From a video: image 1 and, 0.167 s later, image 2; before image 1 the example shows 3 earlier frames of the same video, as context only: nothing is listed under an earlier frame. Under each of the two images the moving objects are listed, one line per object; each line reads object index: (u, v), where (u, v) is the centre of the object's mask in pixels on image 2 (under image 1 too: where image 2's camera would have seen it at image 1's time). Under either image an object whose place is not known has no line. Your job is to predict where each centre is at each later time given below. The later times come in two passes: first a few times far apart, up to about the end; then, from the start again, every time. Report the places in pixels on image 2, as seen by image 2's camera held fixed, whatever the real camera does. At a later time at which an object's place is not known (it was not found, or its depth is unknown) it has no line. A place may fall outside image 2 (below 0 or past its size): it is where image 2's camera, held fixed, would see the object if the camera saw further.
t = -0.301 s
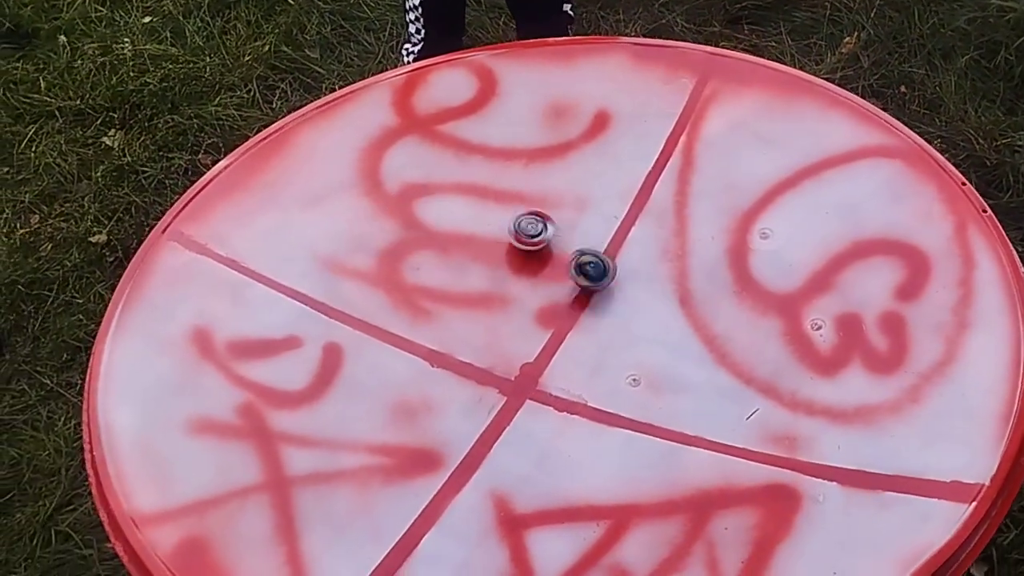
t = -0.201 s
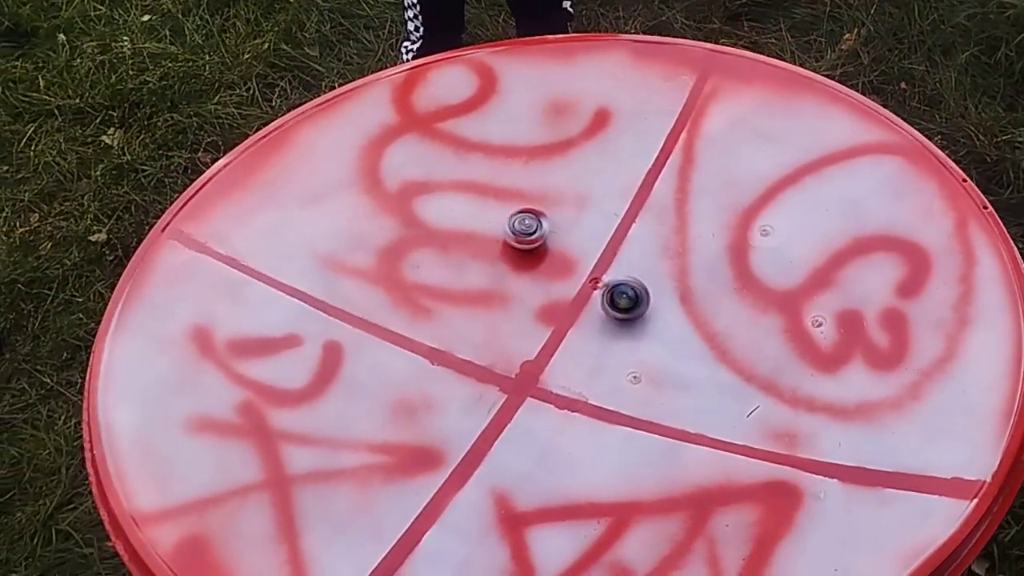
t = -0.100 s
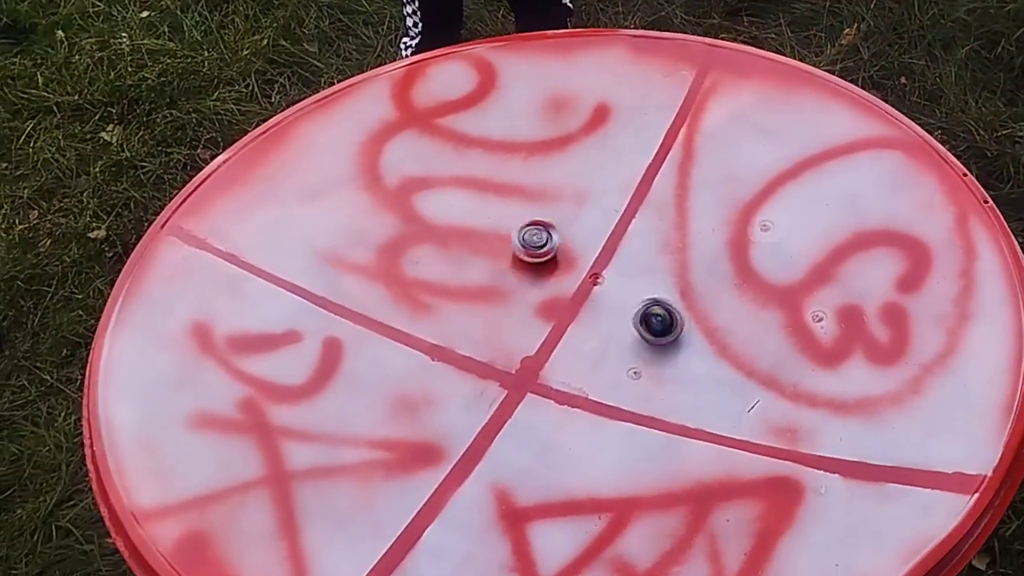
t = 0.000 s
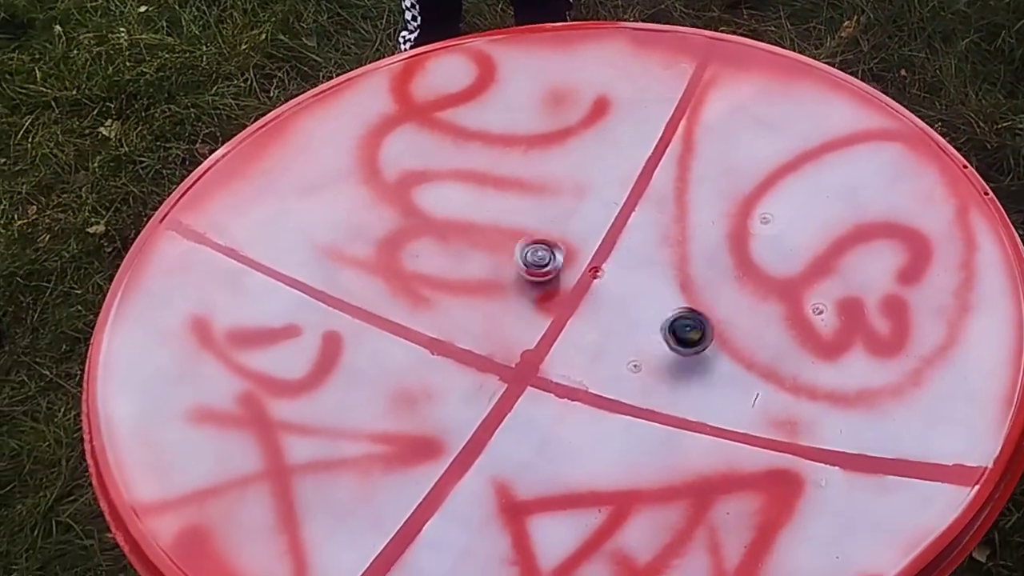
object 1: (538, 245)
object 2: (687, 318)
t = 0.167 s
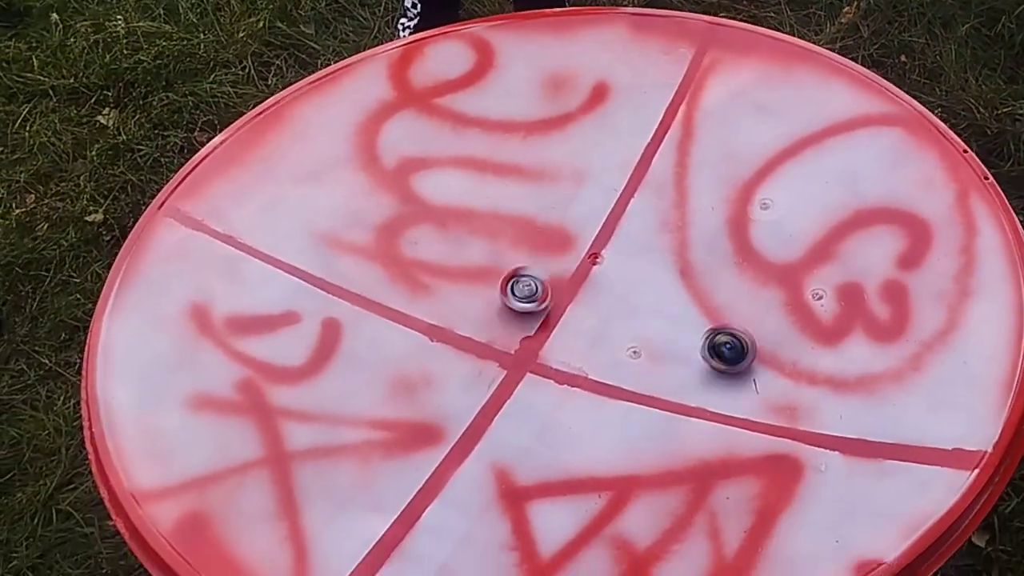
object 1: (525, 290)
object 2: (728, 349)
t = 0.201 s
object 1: (519, 299)
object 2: (734, 350)
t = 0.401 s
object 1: (464, 331)
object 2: (749, 347)
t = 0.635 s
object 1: (403, 327)
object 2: (719, 313)
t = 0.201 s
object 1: (519, 299)
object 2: (734, 350)
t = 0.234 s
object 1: (513, 306)
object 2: (739, 353)
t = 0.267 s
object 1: (506, 313)
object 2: (743, 349)
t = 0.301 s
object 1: (494, 318)
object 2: (746, 352)
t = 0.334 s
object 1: (484, 323)
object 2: (748, 350)
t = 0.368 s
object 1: (474, 327)
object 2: (749, 351)
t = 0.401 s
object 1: (464, 331)
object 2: (749, 347)
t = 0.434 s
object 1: (455, 332)
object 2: (748, 342)
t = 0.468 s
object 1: (444, 332)
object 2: (746, 339)
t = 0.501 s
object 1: (435, 332)
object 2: (742, 330)
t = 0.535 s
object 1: (425, 331)
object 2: (738, 328)
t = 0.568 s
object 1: (417, 330)
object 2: (733, 323)
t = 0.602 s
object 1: (409, 328)
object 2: (726, 317)
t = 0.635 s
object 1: (403, 327)
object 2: (719, 313)
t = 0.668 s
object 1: (398, 324)
